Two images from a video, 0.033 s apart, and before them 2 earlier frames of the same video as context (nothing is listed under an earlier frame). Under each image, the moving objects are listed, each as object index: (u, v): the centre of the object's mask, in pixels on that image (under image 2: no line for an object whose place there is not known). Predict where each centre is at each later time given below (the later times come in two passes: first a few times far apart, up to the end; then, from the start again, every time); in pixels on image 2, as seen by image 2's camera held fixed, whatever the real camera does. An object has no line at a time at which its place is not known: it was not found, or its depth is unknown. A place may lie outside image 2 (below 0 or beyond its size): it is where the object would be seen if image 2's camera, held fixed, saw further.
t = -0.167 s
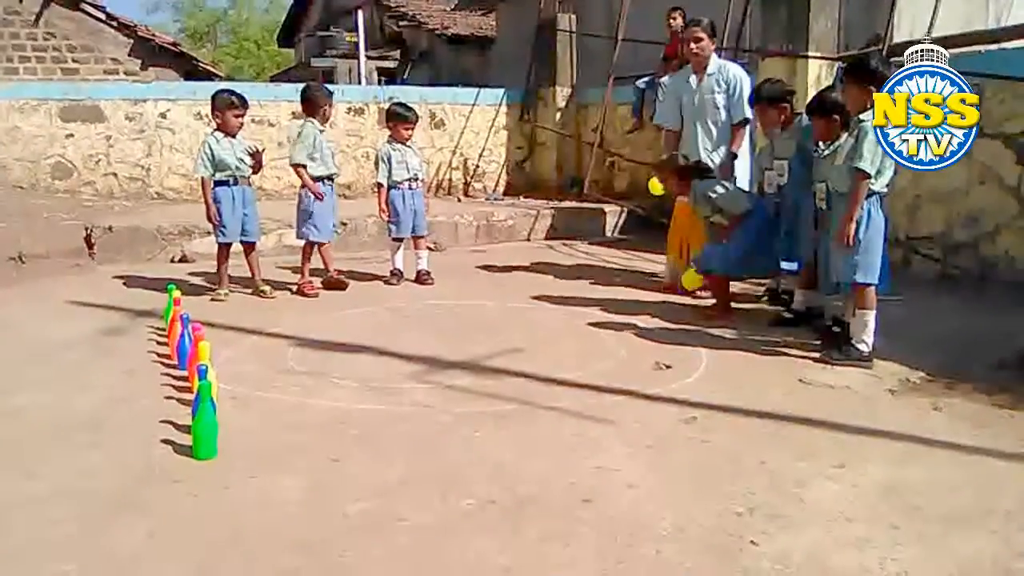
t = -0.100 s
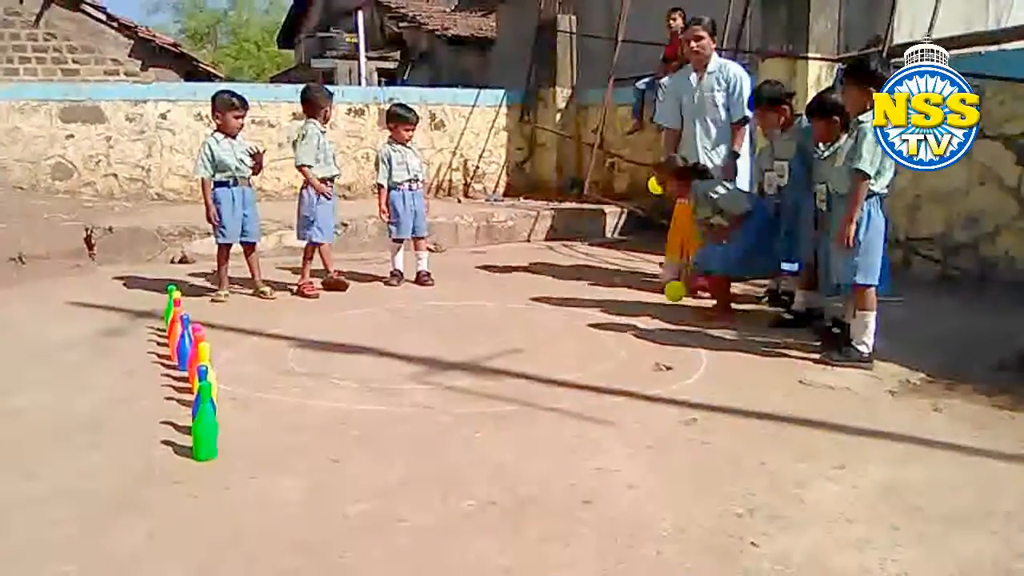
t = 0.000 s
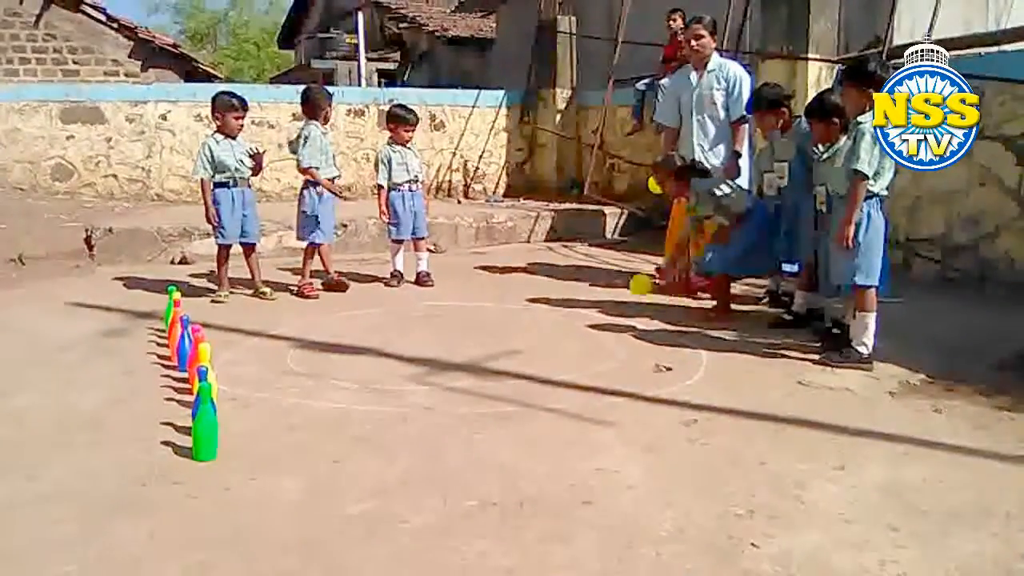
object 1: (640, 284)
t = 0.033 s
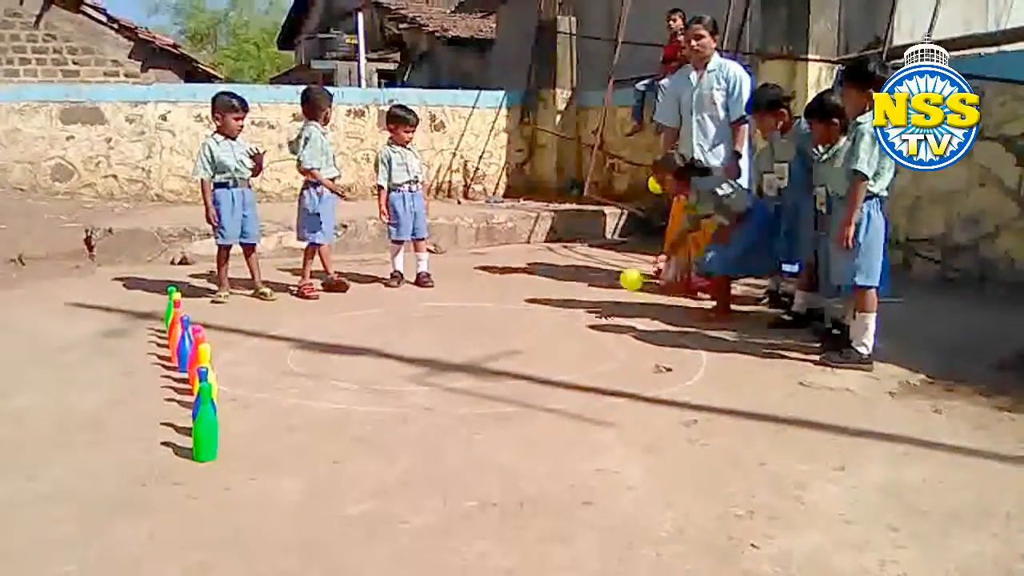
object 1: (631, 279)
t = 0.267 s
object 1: (559, 309)
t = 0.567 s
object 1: (478, 324)
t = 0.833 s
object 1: (406, 325)
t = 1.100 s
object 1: (322, 341)
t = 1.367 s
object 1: (239, 355)
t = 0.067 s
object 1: (621, 276)
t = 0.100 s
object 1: (611, 275)
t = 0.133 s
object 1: (602, 277)
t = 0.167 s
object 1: (592, 280)
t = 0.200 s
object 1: (581, 286)
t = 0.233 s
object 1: (570, 296)
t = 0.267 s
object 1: (559, 309)
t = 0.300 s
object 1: (550, 313)
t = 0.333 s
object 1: (543, 306)
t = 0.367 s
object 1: (533, 299)
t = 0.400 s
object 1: (524, 295)
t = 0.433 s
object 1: (516, 295)
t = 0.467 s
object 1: (506, 298)
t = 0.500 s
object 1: (497, 303)
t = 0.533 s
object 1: (489, 312)
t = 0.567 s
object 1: (478, 324)
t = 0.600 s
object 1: (469, 330)
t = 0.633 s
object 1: (460, 322)
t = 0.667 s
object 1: (451, 316)
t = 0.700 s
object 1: (442, 311)
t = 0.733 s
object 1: (434, 311)
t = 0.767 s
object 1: (425, 312)
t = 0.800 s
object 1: (416, 317)
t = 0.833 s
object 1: (406, 325)
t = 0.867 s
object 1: (396, 338)
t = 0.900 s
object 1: (386, 347)
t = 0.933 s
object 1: (376, 339)
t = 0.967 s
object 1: (366, 332)
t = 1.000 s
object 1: (356, 329)
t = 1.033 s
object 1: (345, 330)
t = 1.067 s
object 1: (334, 333)
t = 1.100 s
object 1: (322, 341)
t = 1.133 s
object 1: (311, 353)
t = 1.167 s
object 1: (301, 362)
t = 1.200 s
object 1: (291, 353)
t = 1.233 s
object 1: (281, 347)
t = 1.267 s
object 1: (271, 343)
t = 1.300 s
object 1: (260, 343)
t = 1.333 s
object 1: (250, 347)
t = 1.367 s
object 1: (239, 355)
